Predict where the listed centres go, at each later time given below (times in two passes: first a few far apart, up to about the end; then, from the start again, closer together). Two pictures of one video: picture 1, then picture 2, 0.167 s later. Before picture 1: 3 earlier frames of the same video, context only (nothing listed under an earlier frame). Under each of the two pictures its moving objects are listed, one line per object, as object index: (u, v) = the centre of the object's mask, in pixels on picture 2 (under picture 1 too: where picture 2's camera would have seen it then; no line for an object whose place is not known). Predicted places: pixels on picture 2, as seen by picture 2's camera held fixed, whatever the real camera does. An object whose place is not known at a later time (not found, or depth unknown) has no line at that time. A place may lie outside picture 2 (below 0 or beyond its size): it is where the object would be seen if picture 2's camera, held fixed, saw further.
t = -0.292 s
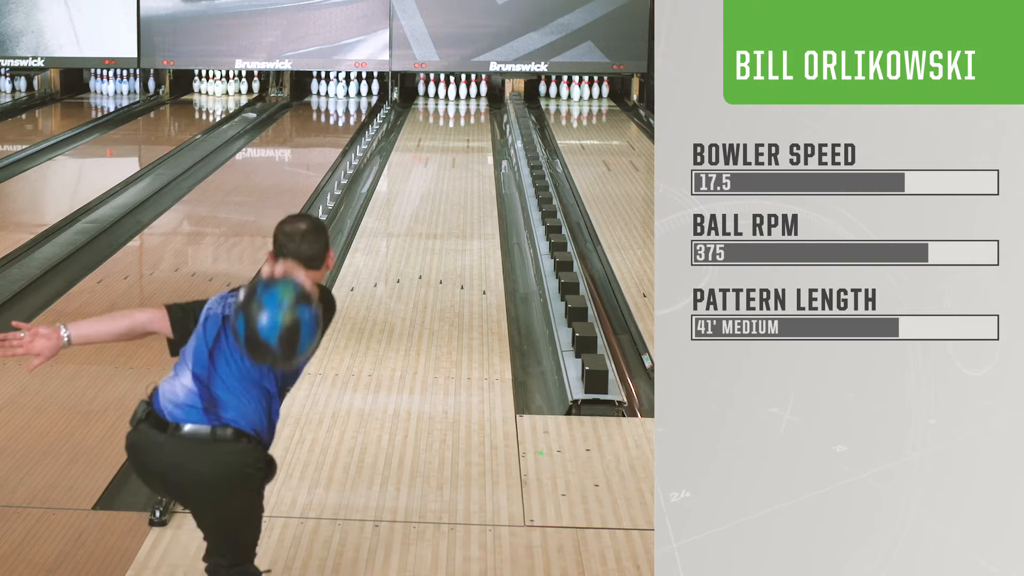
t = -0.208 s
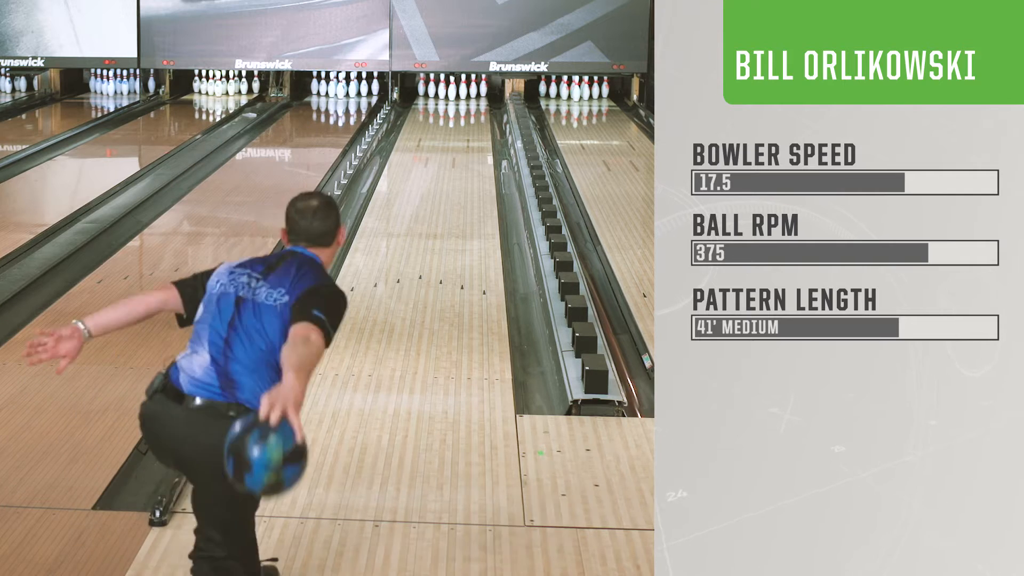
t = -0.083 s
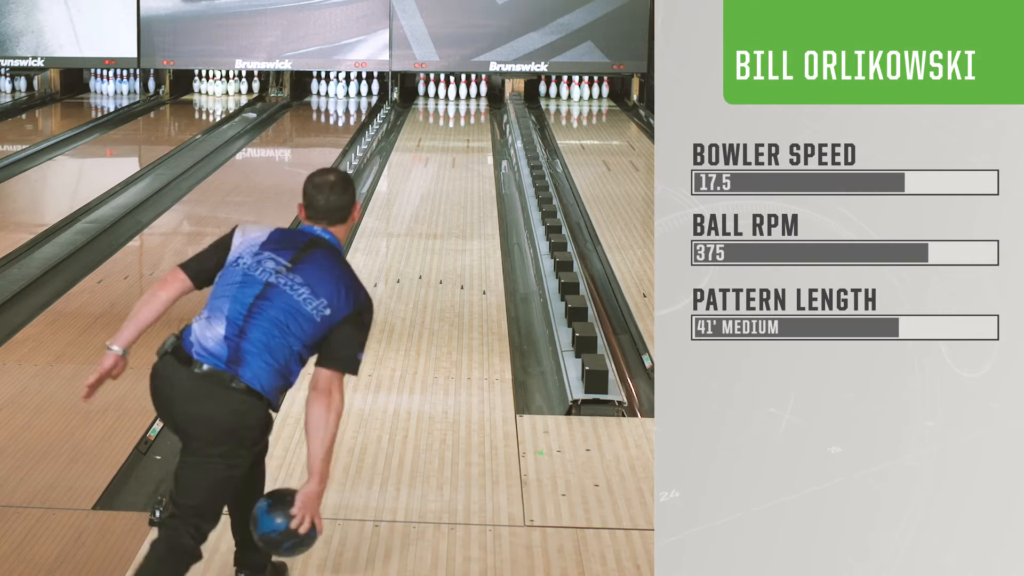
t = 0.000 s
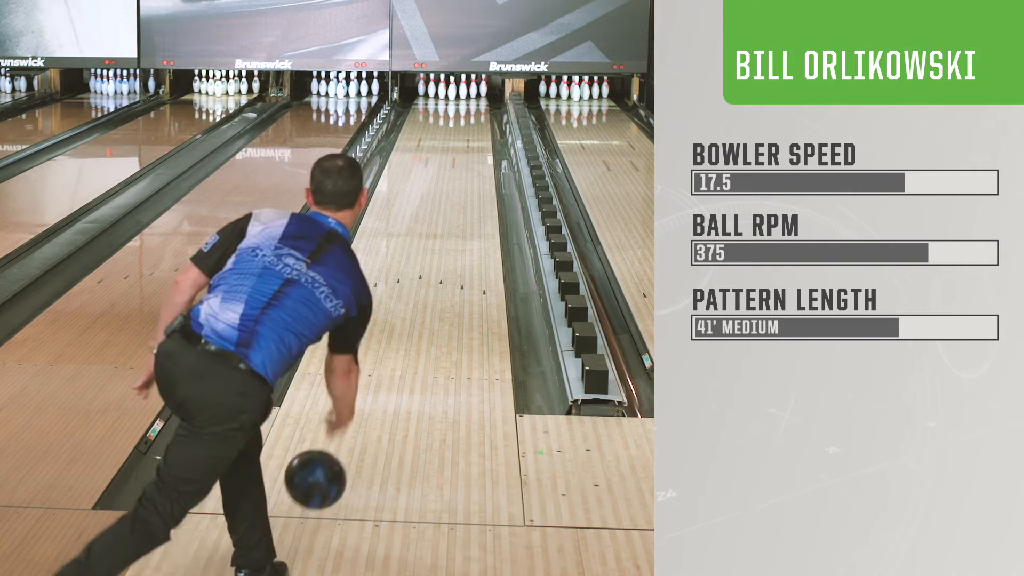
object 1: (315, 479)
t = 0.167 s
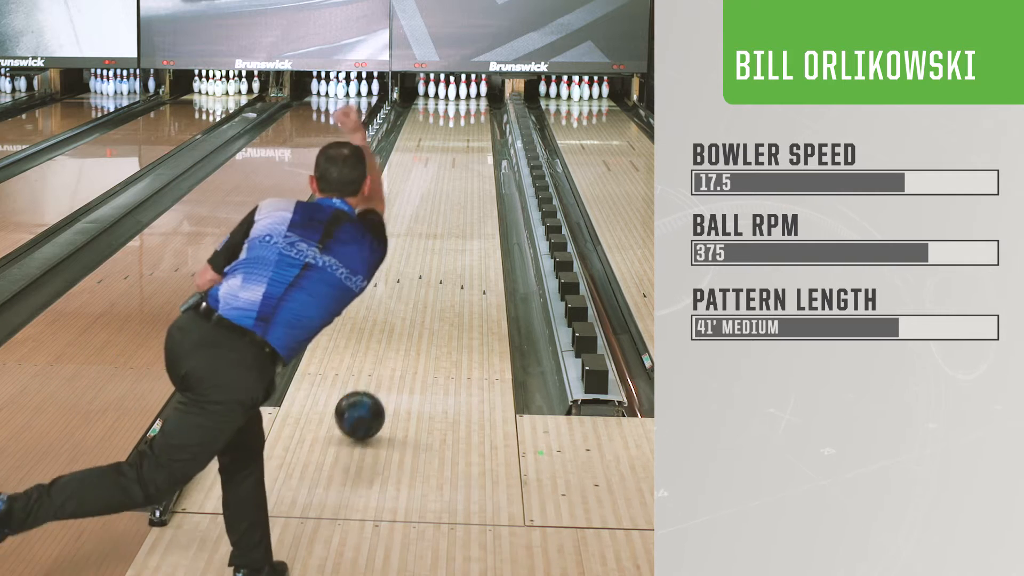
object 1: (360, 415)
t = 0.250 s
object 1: (376, 378)
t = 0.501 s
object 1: (412, 295)
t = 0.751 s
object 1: (436, 240)
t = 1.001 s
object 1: (451, 200)
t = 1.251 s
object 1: (462, 170)
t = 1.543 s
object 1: (471, 144)
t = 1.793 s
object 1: (475, 126)
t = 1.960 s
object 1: (475, 117)
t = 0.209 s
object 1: (368, 395)
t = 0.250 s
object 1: (376, 378)
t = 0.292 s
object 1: (384, 362)
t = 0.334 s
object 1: (390, 347)
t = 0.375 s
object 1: (396, 332)
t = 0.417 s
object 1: (402, 319)
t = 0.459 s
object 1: (407, 307)
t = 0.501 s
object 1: (412, 295)
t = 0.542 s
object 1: (417, 285)
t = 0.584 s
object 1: (423, 276)
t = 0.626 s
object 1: (428, 273)
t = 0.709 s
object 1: (433, 247)
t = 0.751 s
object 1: (436, 240)
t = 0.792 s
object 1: (439, 232)
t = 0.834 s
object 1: (442, 225)
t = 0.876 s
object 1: (444, 218)
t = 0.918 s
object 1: (447, 212)
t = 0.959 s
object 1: (449, 206)
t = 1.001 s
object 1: (451, 200)
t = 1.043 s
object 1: (453, 194)
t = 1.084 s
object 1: (455, 189)
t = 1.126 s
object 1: (457, 184)
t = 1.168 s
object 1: (459, 179)
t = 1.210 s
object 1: (461, 174)
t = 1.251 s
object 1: (462, 170)
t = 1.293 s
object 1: (464, 166)
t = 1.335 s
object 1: (465, 162)
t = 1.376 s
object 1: (466, 158)
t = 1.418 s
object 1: (468, 154)
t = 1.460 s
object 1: (469, 150)
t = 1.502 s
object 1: (470, 147)
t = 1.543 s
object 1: (471, 144)
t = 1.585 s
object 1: (472, 141)
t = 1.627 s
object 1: (473, 137)
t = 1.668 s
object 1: (473, 135)
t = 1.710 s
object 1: (474, 132)
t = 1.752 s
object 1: (474, 129)
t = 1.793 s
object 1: (475, 126)
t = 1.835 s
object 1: (475, 124)
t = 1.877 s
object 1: (475, 121)
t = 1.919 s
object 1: (475, 119)
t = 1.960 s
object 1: (475, 117)
